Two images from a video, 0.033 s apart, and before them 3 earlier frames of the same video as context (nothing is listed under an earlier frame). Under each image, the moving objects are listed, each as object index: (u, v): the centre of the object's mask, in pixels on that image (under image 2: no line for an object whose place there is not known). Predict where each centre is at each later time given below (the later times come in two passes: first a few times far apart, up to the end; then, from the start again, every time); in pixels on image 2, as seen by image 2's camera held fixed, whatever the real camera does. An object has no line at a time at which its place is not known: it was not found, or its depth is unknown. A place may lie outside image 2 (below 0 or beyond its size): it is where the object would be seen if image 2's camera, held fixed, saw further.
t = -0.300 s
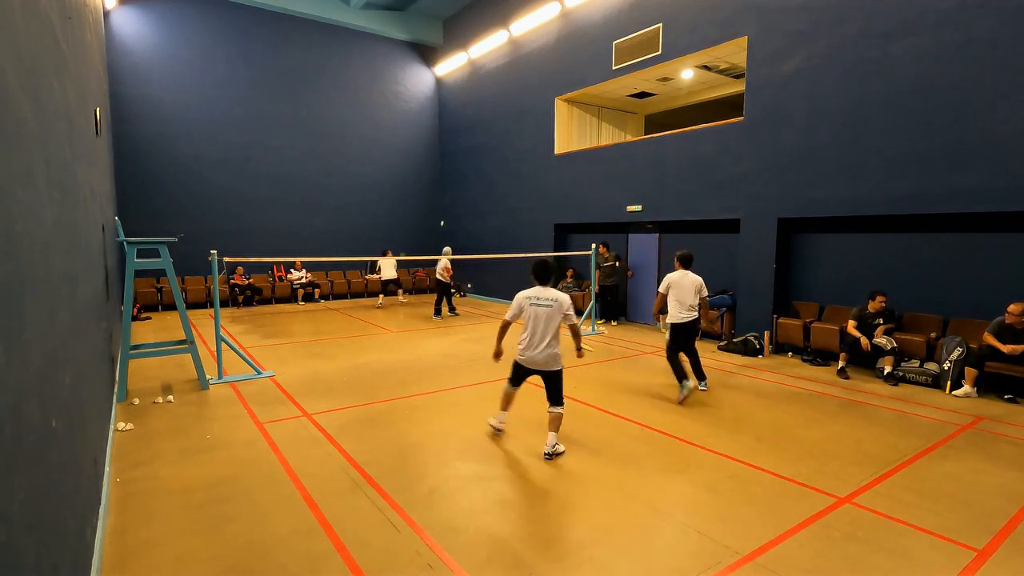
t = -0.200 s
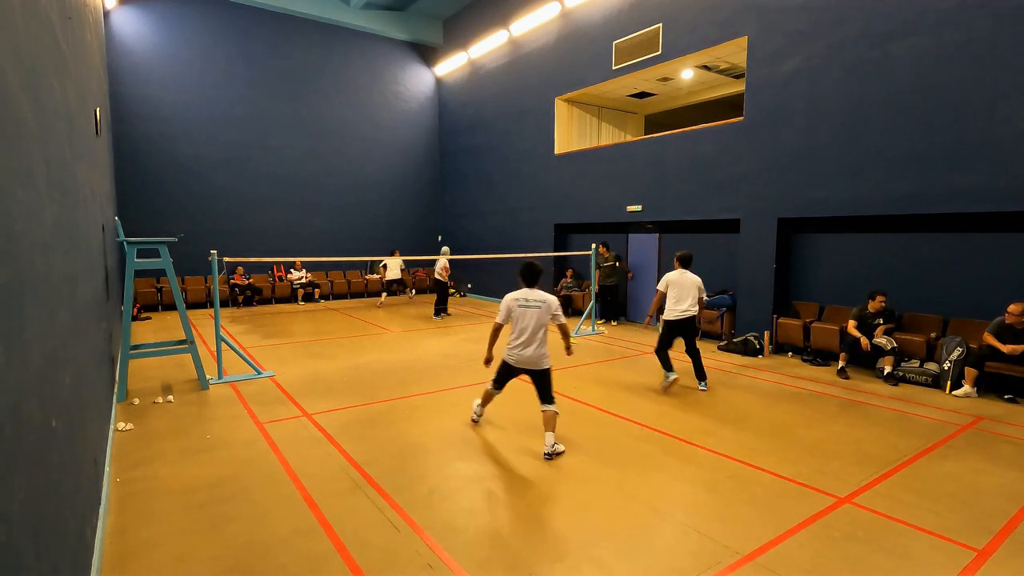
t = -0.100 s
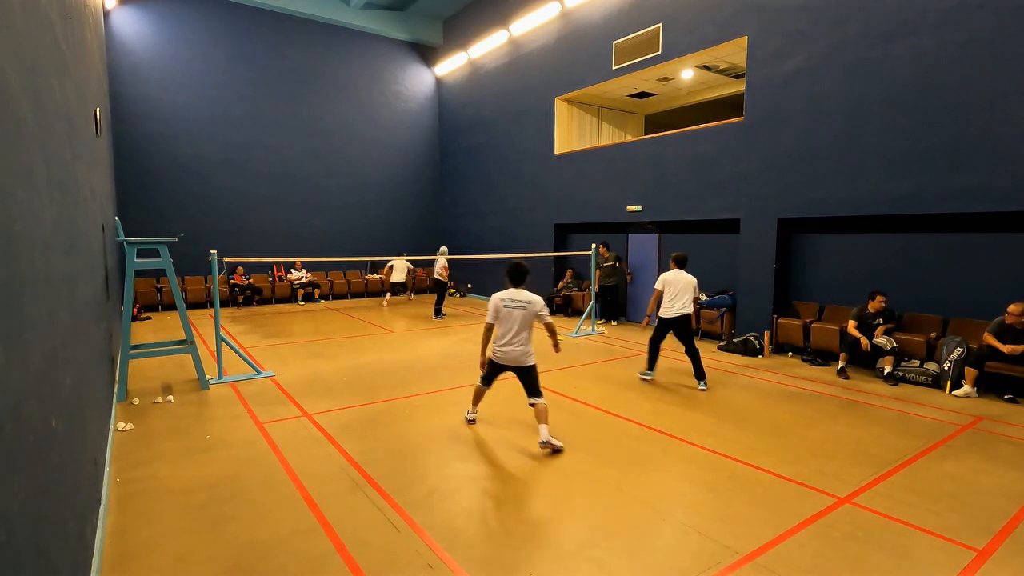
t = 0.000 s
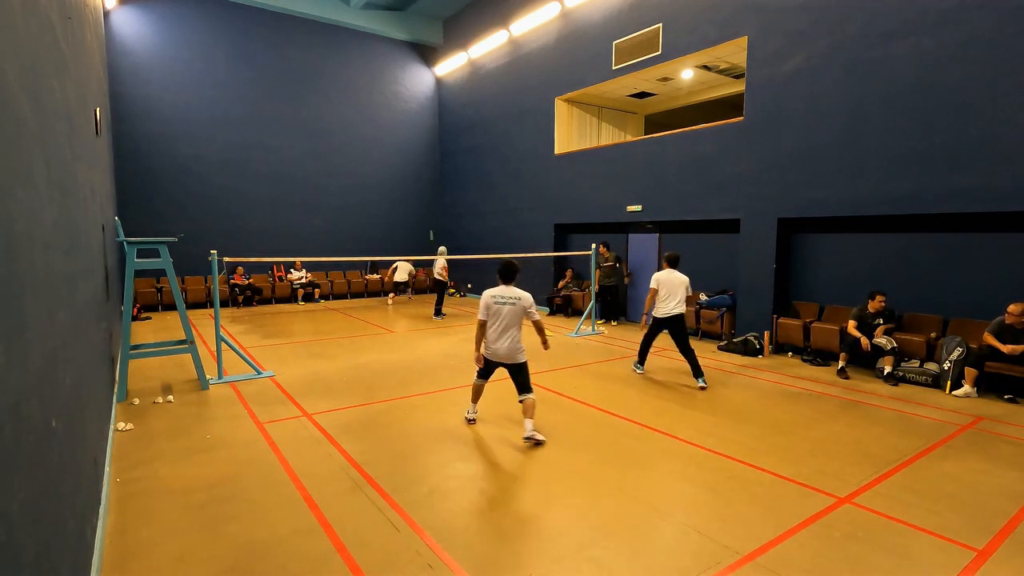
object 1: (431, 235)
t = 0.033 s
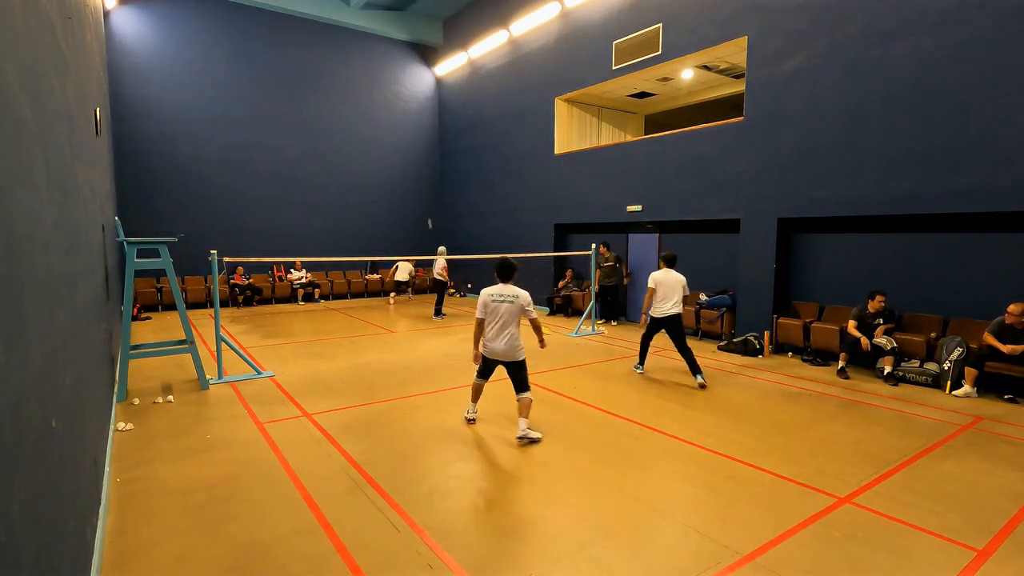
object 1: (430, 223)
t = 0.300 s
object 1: (416, 158)
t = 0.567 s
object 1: (401, 134)
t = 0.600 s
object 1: (399, 134)
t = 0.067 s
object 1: (427, 212)
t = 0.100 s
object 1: (426, 202)
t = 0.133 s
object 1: (424, 193)
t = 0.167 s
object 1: (422, 185)
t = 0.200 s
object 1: (421, 177)
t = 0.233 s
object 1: (419, 170)
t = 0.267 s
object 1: (417, 164)
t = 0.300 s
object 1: (416, 158)
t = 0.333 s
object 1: (414, 153)
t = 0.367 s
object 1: (412, 149)
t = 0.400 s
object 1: (411, 144)
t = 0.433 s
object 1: (409, 141)
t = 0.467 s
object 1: (407, 139)
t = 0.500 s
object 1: (404, 136)
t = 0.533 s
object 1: (403, 135)
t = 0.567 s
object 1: (401, 134)
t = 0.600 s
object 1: (399, 134)
